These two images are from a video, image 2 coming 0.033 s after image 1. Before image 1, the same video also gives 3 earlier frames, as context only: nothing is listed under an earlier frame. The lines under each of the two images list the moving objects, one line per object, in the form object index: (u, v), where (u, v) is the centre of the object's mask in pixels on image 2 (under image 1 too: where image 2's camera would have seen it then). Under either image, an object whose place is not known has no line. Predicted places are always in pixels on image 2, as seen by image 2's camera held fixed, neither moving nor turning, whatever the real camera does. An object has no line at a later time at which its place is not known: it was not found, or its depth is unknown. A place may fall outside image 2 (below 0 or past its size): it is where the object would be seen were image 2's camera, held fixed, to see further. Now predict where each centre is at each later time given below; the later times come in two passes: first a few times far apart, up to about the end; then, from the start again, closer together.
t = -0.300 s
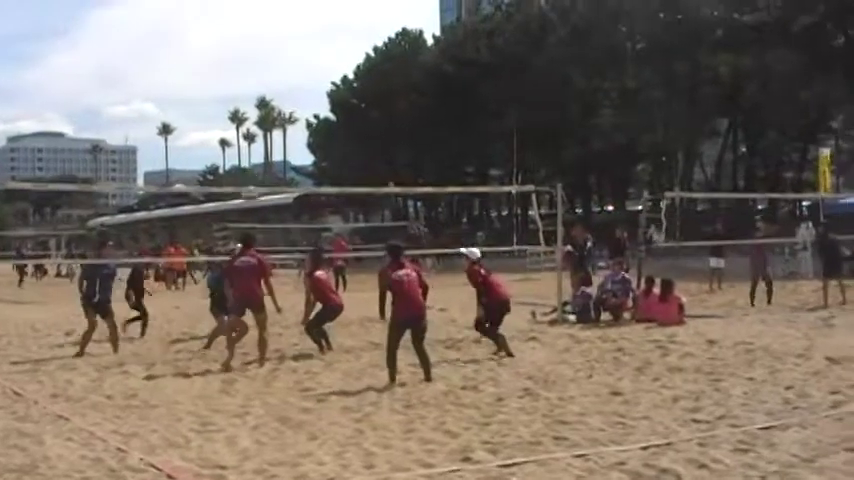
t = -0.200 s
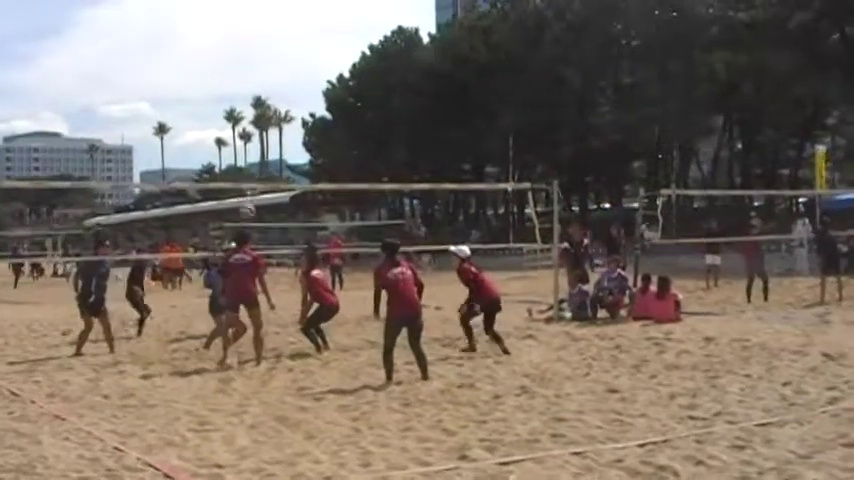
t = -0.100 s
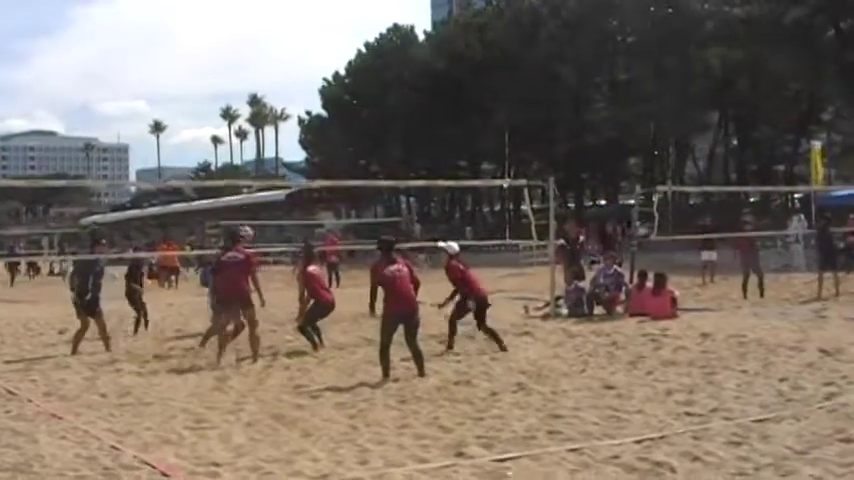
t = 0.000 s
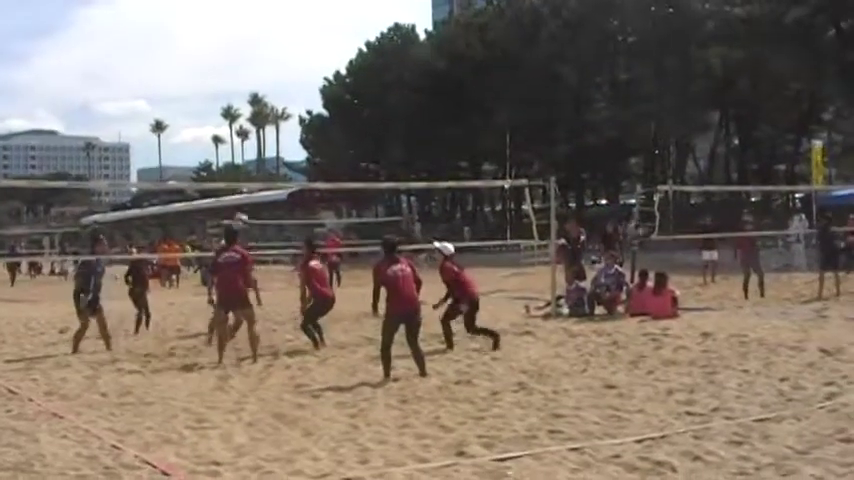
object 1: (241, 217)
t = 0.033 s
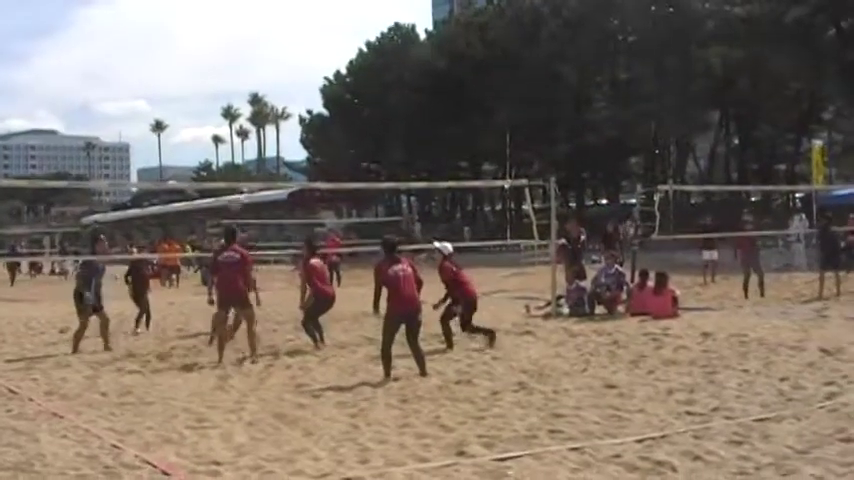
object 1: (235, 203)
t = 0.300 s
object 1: (210, 90)
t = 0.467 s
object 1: (199, 48)
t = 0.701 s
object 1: (187, 24)
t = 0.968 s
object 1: (177, 43)
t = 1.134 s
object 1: (173, 80)
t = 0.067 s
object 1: (235, 181)
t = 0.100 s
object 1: (230, 168)
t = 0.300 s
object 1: (210, 90)
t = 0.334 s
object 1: (208, 80)
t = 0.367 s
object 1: (206, 70)
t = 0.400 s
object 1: (203, 61)
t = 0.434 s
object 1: (201, 54)
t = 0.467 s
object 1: (199, 48)
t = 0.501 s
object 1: (197, 43)
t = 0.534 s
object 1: (195, 37)
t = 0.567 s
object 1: (193, 33)
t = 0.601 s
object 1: (192, 30)
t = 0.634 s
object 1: (190, 27)
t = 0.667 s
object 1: (188, 25)
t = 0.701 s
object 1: (187, 24)
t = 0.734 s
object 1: (185, 24)
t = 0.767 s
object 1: (184, 24)
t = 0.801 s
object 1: (182, 25)
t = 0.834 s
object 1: (181, 27)
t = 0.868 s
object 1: (180, 30)
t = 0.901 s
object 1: (179, 33)
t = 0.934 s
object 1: (177, 38)
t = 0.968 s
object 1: (177, 43)
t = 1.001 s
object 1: (176, 49)
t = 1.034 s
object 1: (175, 55)
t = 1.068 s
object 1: (174, 63)
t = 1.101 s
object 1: (174, 71)
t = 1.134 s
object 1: (173, 80)
